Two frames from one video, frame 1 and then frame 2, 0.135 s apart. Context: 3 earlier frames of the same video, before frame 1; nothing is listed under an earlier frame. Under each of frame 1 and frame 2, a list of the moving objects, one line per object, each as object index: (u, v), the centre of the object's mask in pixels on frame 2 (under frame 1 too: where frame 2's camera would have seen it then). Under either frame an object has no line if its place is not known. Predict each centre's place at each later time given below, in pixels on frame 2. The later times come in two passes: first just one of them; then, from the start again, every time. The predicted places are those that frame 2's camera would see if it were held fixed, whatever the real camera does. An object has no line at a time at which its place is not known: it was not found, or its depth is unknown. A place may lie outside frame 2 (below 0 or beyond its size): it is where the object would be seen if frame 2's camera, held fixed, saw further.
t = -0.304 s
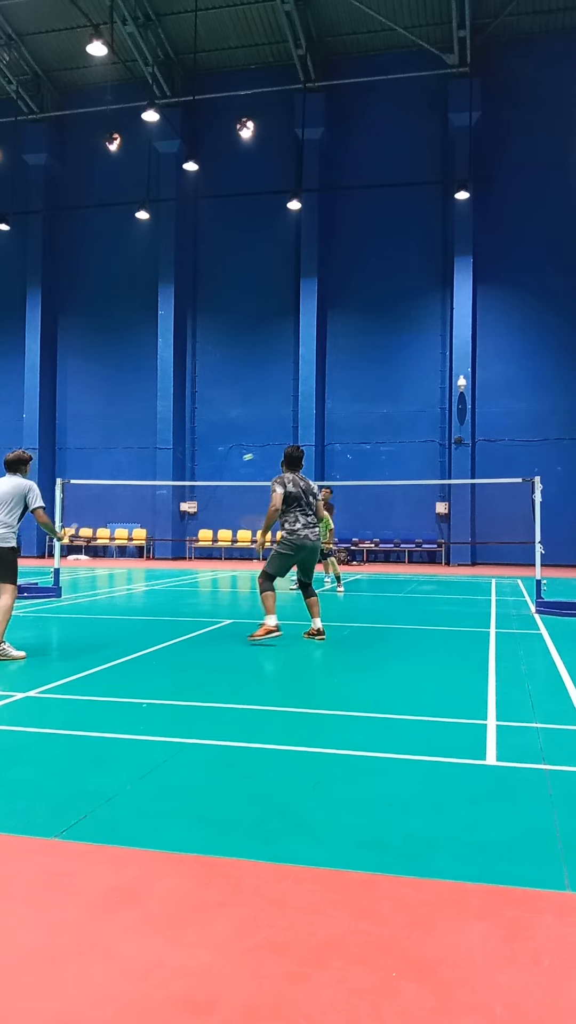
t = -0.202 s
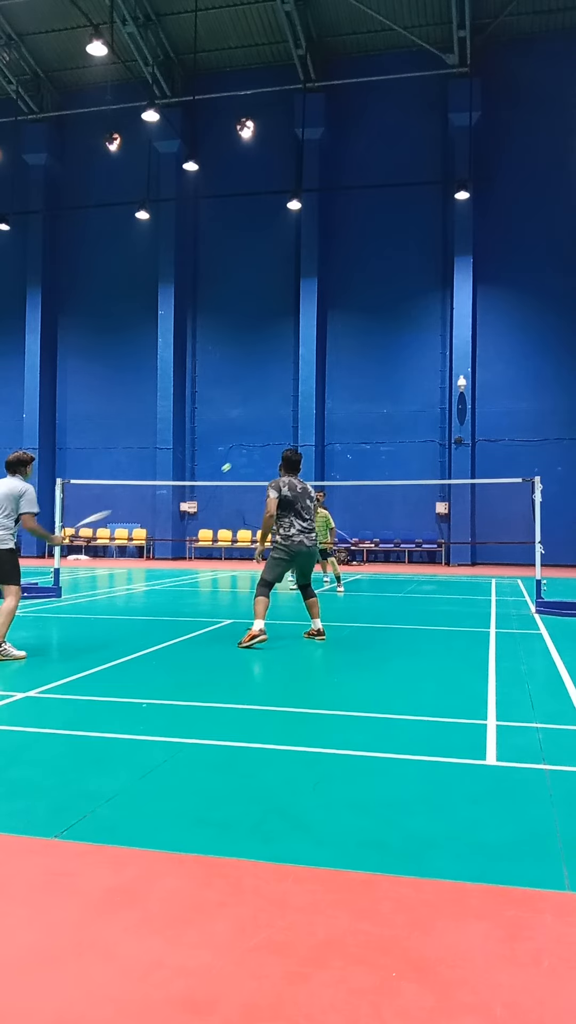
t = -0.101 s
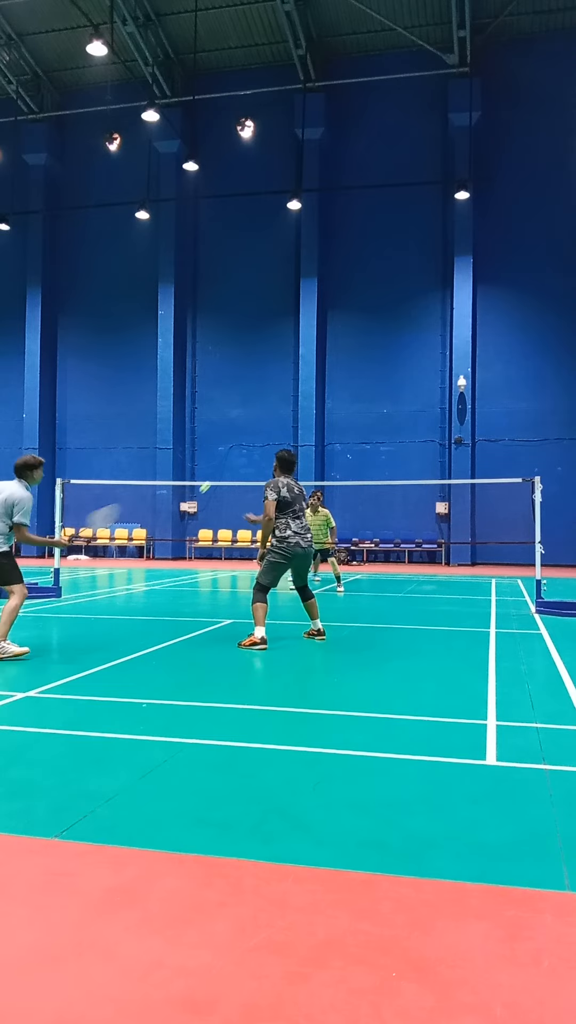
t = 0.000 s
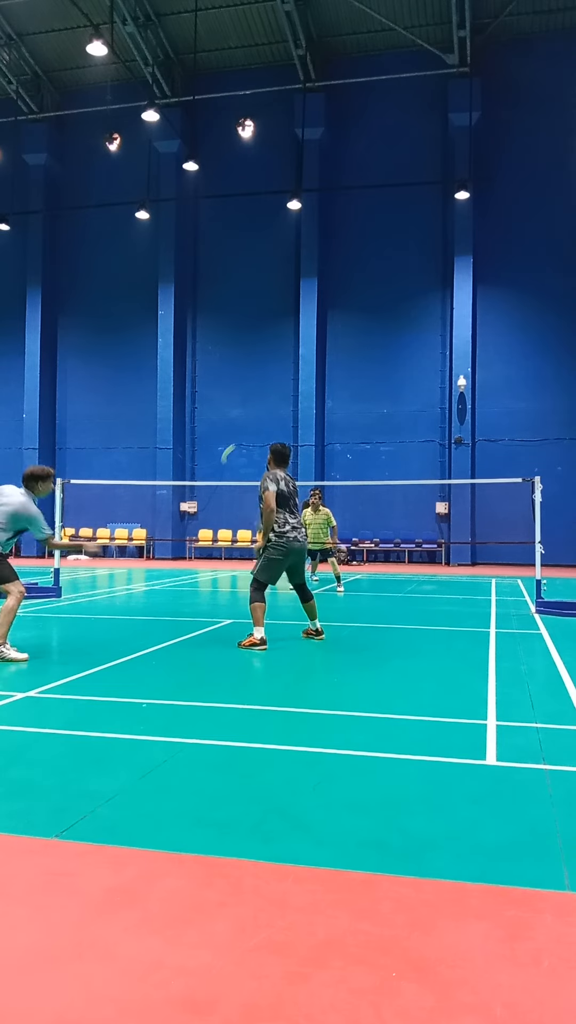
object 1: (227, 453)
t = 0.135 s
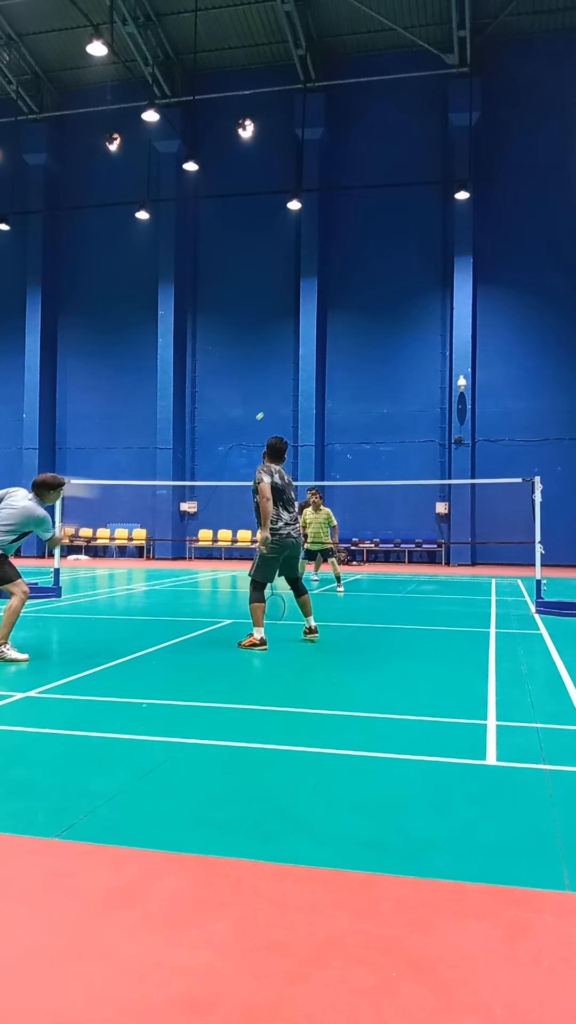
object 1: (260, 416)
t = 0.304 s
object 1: (276, 409)
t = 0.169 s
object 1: (264, 412)
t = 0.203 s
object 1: (267, 410)
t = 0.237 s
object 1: (271, 409)
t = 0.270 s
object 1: (274, 408)
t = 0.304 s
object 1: (276, 409)
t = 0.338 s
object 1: (279, 409)
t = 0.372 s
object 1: (280, 411)
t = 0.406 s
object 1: (282, 412)
